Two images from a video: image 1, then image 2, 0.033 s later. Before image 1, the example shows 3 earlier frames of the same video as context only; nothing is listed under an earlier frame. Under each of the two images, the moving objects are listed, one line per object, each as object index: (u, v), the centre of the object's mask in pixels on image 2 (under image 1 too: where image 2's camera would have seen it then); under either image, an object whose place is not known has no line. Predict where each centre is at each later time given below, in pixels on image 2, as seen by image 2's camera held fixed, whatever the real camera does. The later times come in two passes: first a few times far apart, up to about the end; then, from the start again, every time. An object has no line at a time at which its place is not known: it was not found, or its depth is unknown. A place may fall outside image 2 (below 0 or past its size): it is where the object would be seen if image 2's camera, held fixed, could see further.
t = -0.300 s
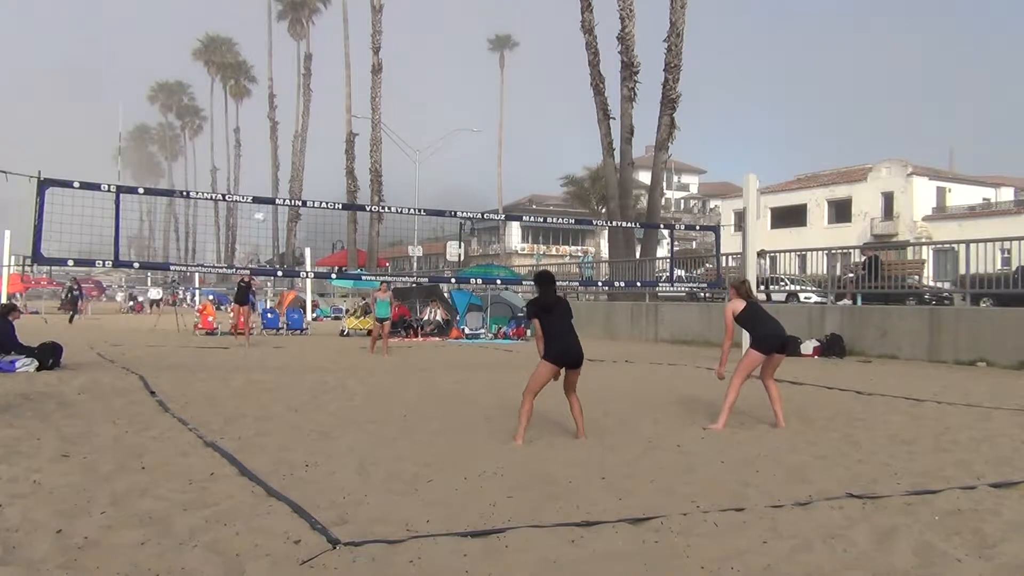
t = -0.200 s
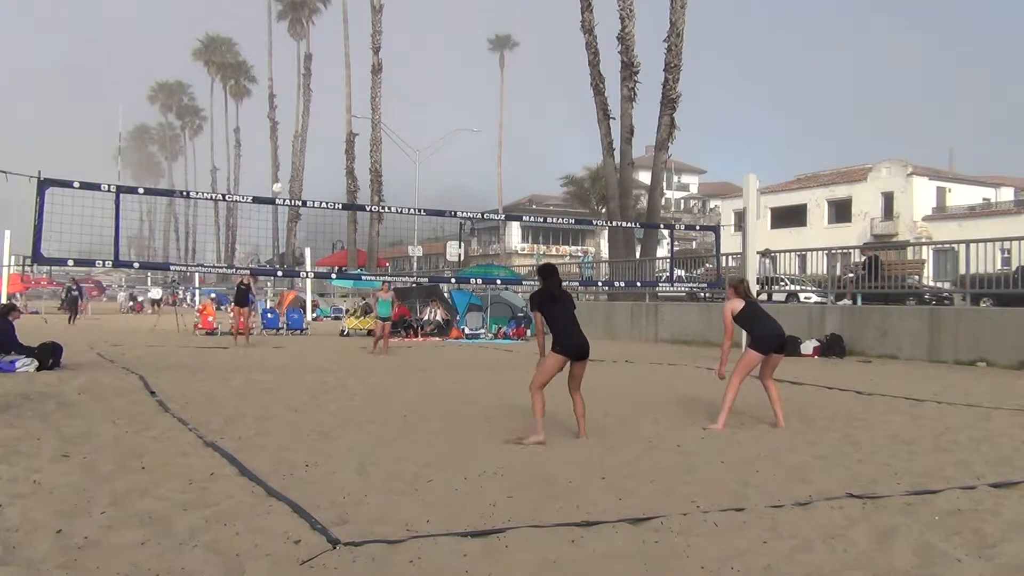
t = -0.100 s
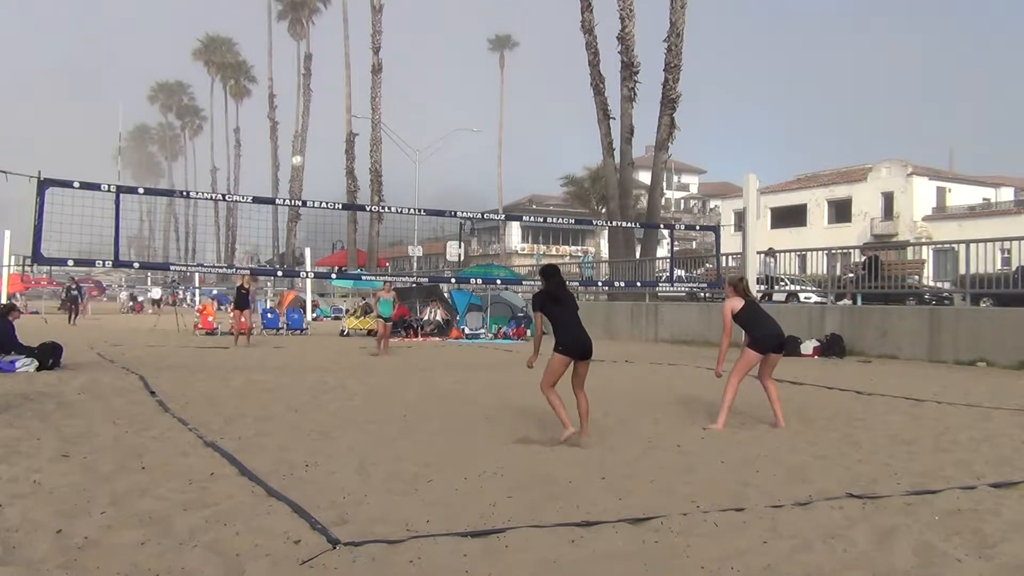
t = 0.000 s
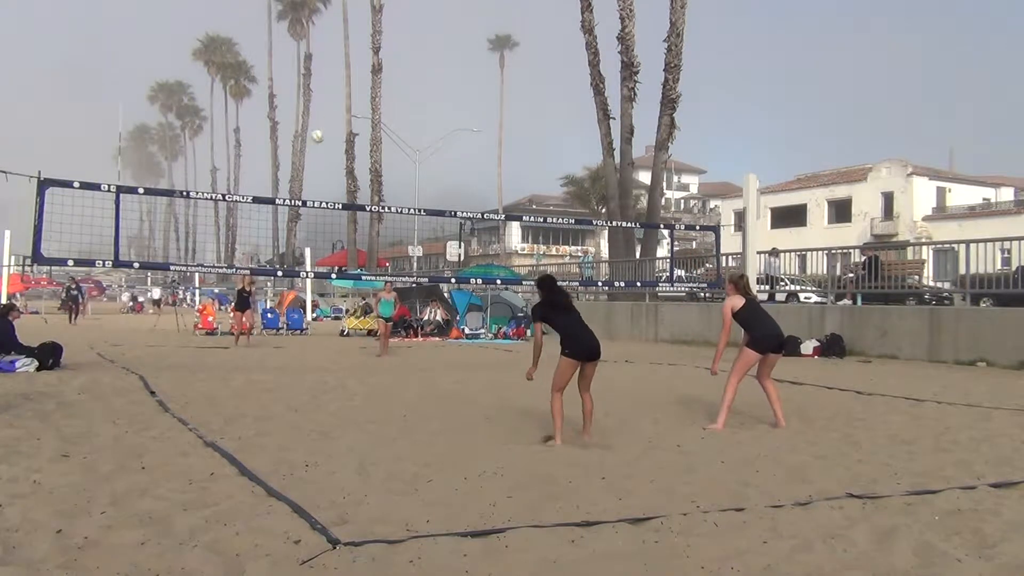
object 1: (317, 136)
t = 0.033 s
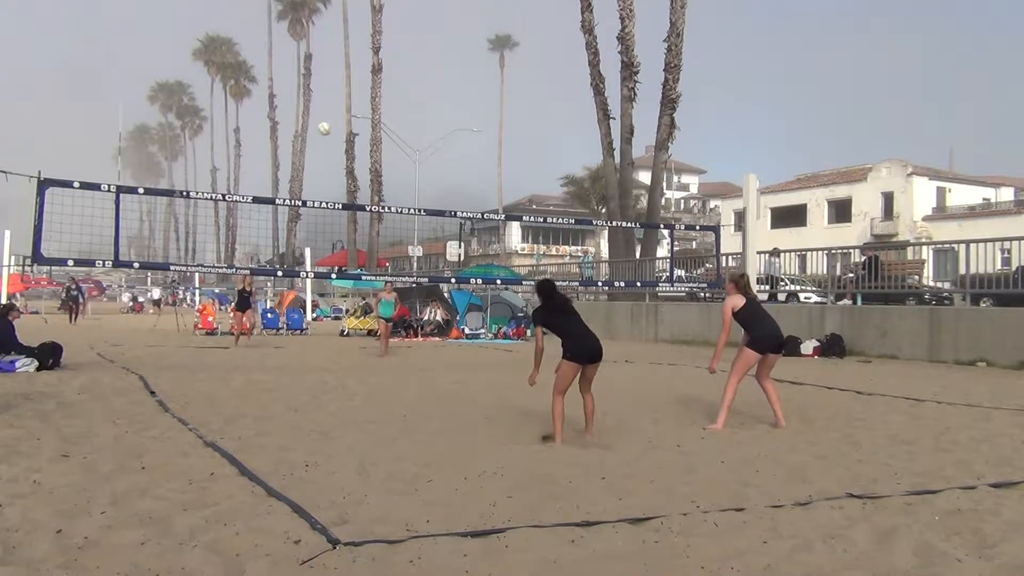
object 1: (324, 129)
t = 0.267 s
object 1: (373, 87)
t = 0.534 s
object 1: (446, 84)
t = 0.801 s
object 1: (548, 139)
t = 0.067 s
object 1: (331, 121)
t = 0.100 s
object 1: (338, 114)
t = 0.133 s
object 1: (345, 108)
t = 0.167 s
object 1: (352, 102)
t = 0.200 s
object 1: (359, 97)
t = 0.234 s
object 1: (366, 92)
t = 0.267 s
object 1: (373, 87)
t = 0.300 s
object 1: (381, 85)
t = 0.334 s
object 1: (389, 82)
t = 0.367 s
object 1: (397, 81)
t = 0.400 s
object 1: (406, 80)
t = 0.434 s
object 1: (415, 80)
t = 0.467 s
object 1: (425, 81)
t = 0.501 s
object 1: (435, 82)
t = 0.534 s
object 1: (446, 84)
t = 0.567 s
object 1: (457, 87)
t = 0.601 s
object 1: (468, 92)
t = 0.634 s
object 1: (480, 96)
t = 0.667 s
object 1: (492, 102)
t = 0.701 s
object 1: (505, 109)
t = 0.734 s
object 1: (519, 118)
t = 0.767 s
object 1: (533, 128)
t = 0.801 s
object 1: (548, 139)
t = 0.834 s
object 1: (562, 152)
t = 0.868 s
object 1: (578, 166)
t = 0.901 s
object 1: (593, 184)
